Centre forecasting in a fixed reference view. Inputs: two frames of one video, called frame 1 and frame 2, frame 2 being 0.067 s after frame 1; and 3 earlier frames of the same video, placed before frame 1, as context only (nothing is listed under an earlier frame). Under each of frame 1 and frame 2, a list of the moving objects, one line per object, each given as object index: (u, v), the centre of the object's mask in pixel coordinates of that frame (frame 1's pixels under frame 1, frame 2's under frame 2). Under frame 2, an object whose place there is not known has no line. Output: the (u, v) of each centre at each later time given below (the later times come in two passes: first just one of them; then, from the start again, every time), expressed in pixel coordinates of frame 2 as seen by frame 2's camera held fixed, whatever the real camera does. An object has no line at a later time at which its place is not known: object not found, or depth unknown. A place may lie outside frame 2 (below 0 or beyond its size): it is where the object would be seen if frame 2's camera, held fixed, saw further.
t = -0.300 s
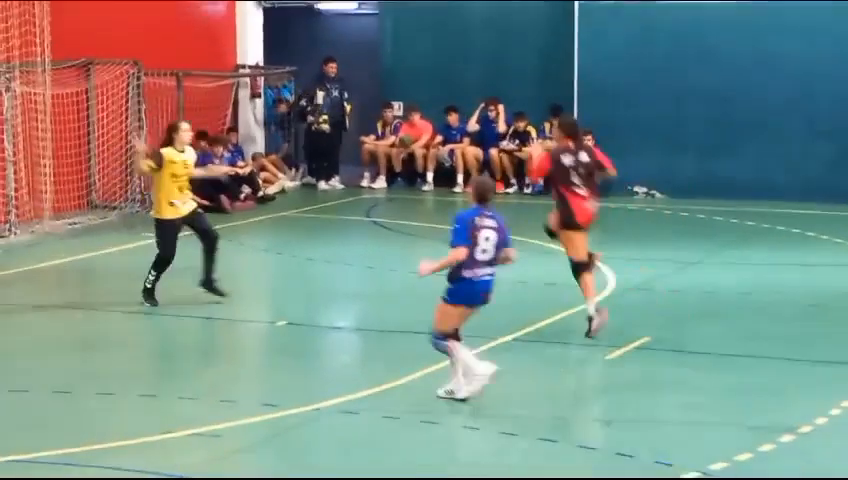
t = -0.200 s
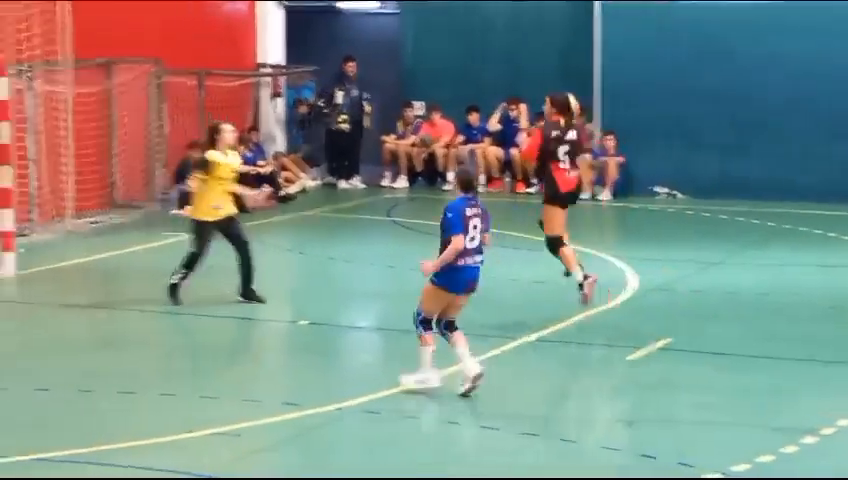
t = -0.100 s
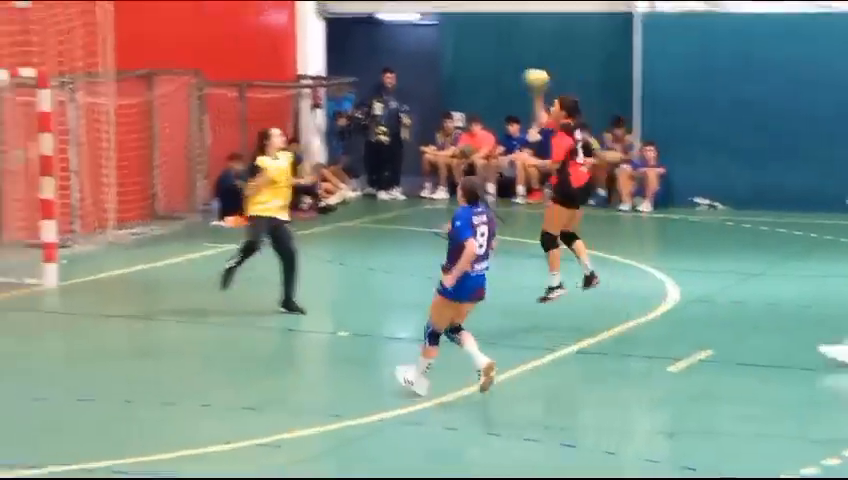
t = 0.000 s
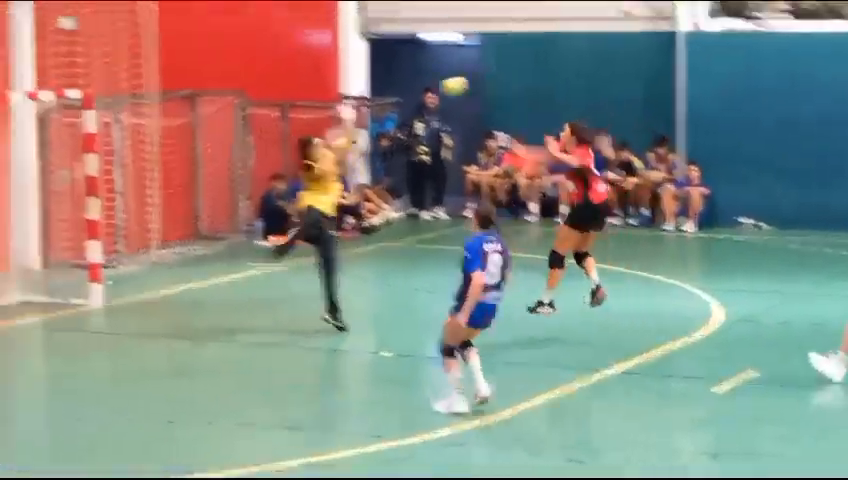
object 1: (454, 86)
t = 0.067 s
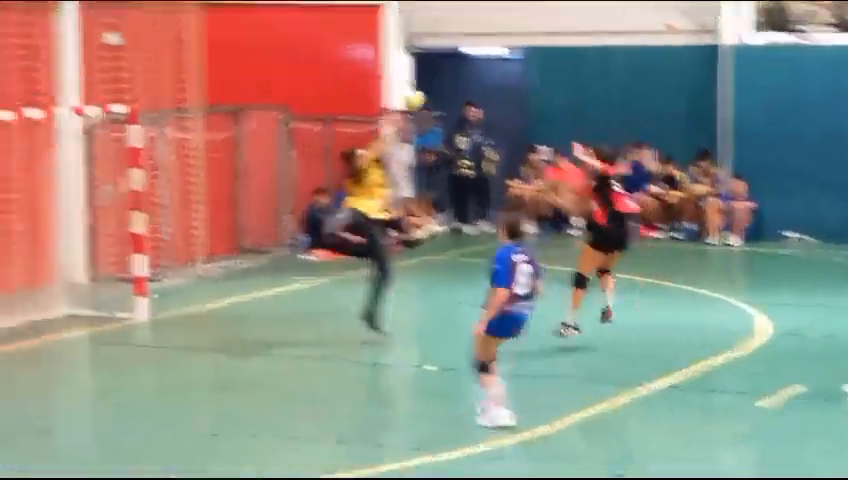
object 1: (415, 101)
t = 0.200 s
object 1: (256, 112)
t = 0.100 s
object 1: (374, 101)
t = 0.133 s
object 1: (334, 104)
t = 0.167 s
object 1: (295, 108)
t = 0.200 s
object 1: (256, 112)
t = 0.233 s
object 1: (218, 118)
